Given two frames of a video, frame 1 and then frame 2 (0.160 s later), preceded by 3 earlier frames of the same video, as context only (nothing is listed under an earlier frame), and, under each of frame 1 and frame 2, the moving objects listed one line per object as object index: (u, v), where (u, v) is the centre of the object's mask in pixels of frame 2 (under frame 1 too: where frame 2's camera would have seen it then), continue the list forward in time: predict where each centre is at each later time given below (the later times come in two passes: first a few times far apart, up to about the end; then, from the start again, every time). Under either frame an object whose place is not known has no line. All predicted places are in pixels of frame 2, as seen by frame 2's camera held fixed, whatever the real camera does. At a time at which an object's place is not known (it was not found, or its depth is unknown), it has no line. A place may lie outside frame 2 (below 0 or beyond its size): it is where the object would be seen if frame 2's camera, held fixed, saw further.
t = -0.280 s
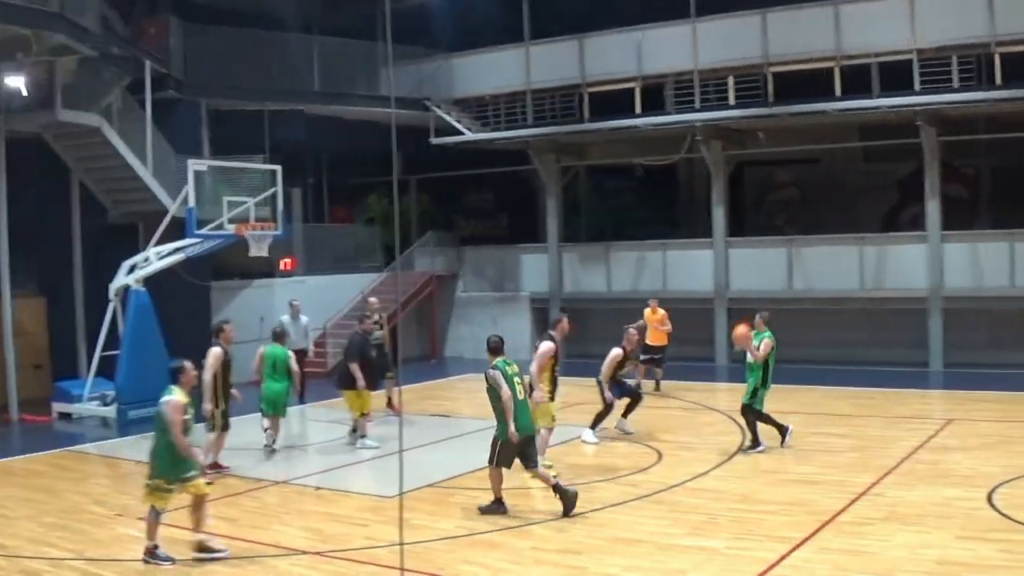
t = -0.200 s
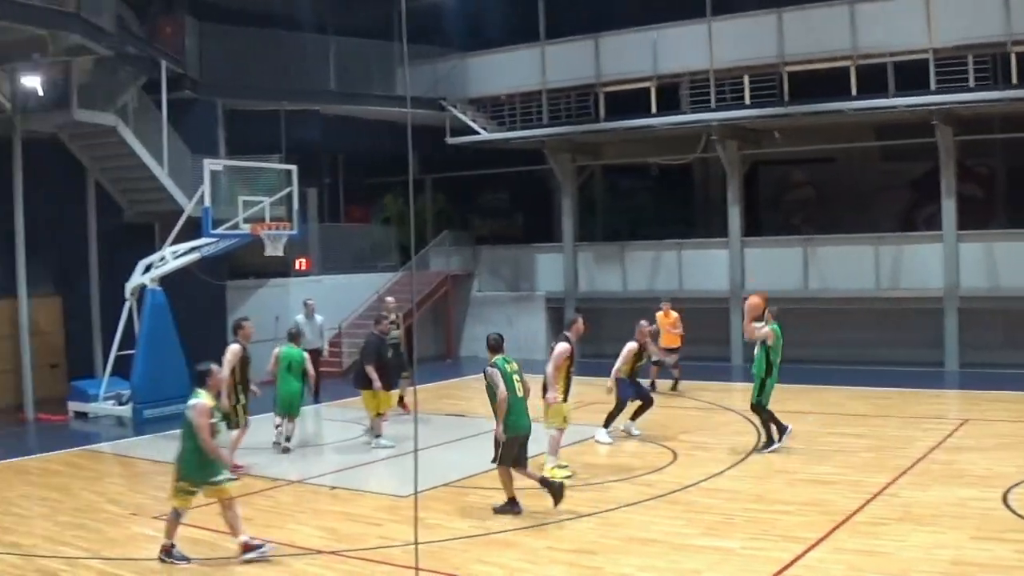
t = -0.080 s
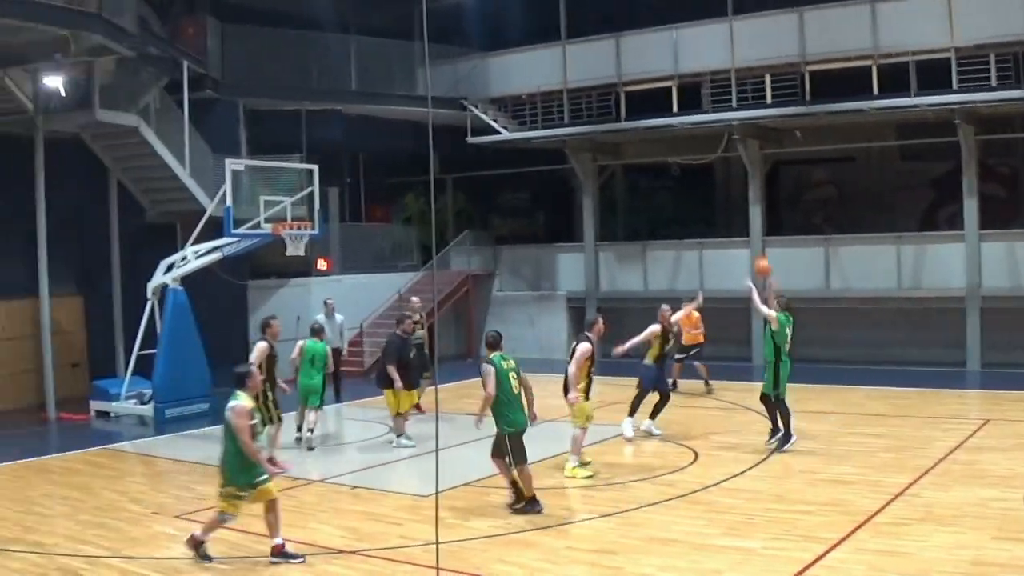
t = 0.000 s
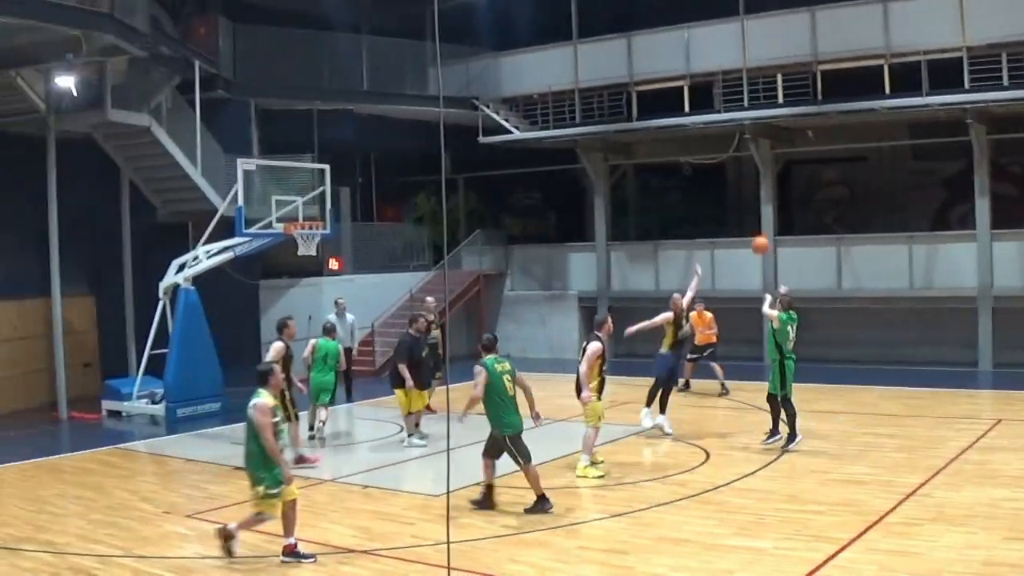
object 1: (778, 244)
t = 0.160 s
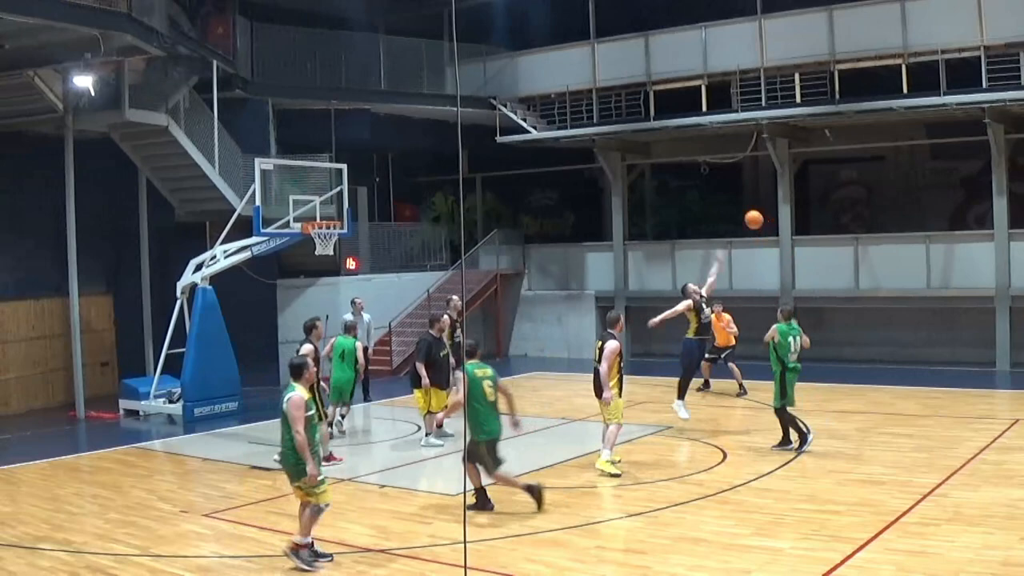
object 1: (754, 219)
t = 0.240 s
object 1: (743, 214)
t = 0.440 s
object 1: (719, 220)
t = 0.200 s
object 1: (748, 216)
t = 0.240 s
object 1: (743, 214)
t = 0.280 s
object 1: (737, 213)
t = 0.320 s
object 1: (732, 213)
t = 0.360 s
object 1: (728, 215)
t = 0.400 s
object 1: (723, 217)
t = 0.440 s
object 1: (719, 220)
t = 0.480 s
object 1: (715, 224)
